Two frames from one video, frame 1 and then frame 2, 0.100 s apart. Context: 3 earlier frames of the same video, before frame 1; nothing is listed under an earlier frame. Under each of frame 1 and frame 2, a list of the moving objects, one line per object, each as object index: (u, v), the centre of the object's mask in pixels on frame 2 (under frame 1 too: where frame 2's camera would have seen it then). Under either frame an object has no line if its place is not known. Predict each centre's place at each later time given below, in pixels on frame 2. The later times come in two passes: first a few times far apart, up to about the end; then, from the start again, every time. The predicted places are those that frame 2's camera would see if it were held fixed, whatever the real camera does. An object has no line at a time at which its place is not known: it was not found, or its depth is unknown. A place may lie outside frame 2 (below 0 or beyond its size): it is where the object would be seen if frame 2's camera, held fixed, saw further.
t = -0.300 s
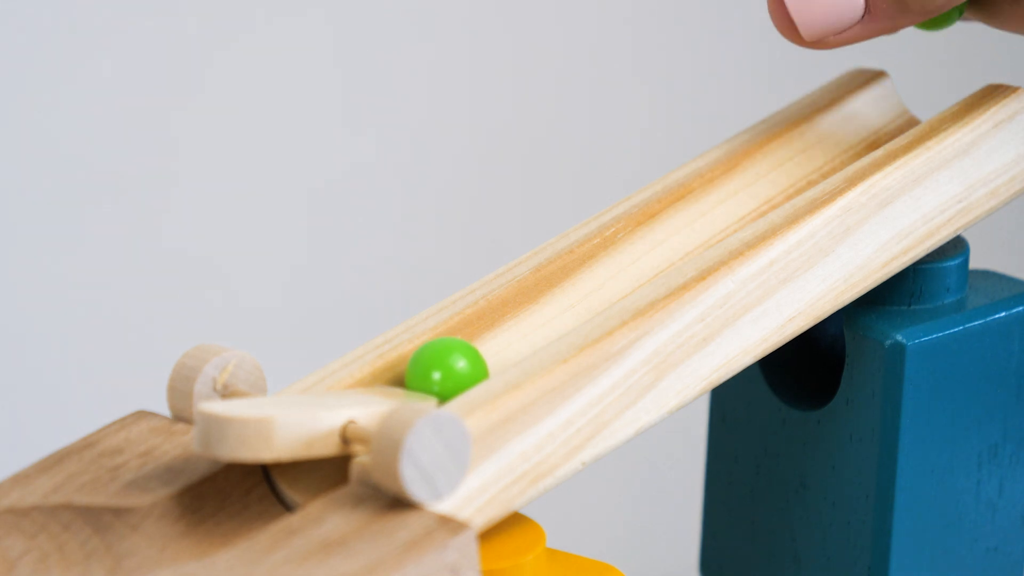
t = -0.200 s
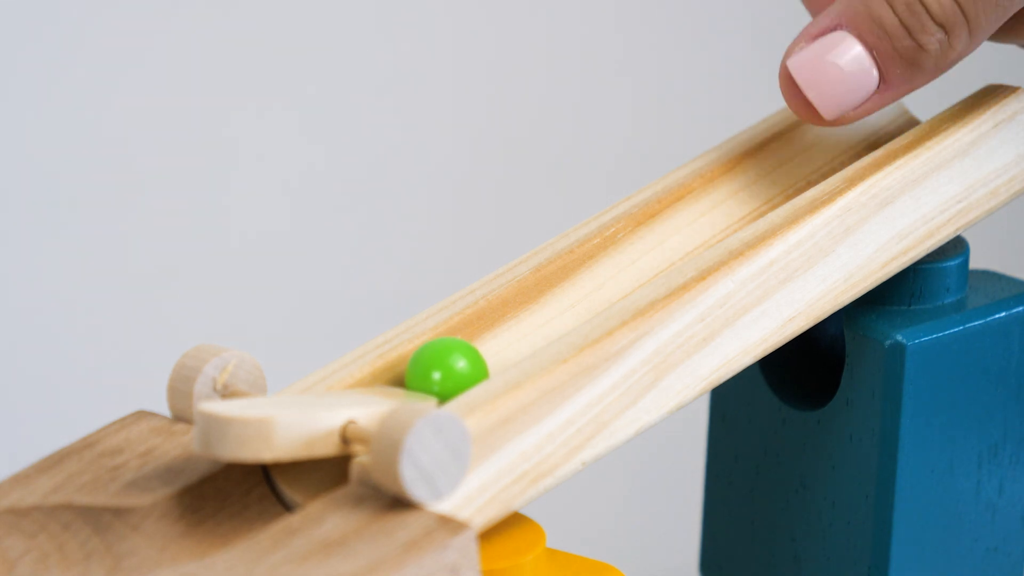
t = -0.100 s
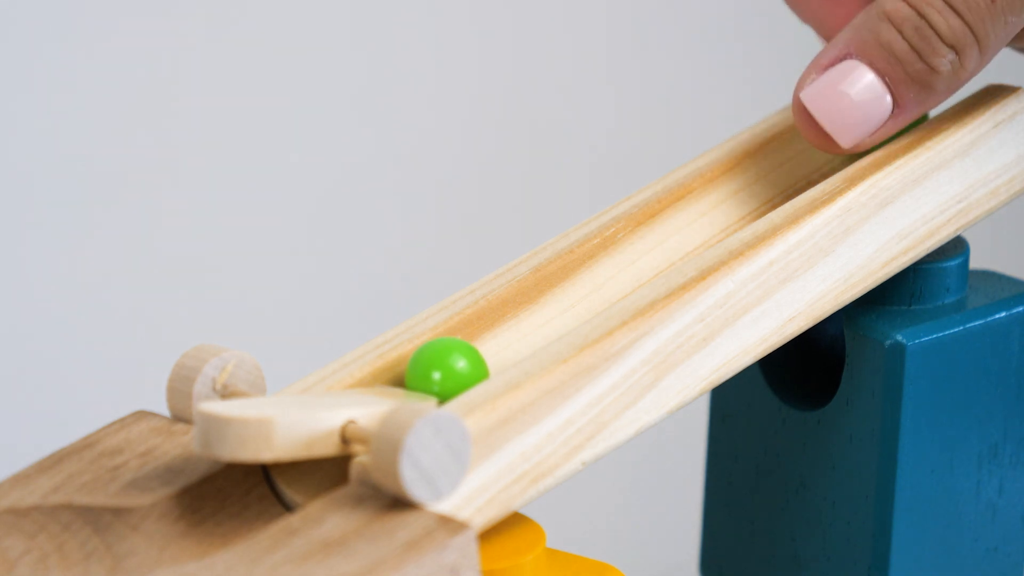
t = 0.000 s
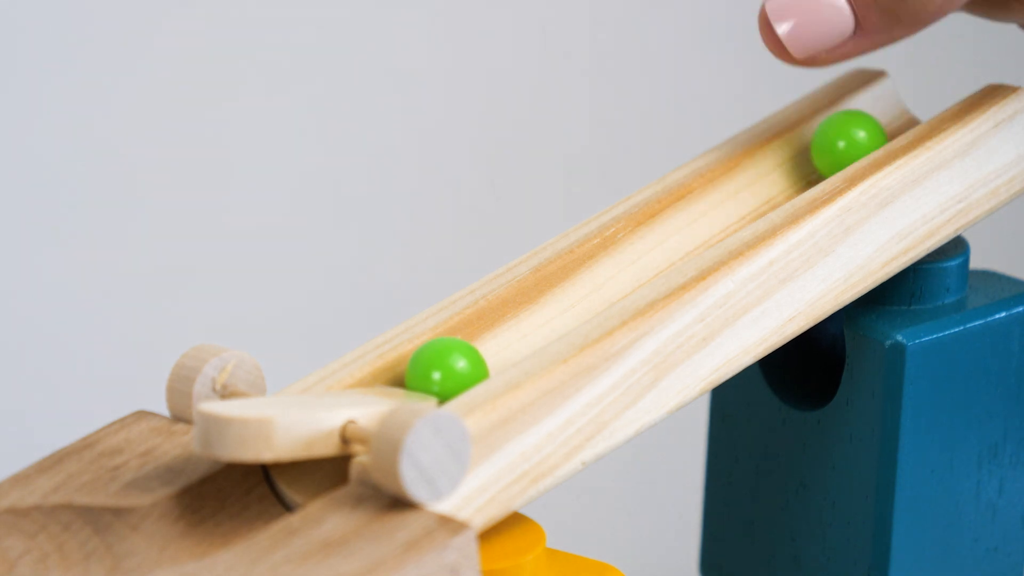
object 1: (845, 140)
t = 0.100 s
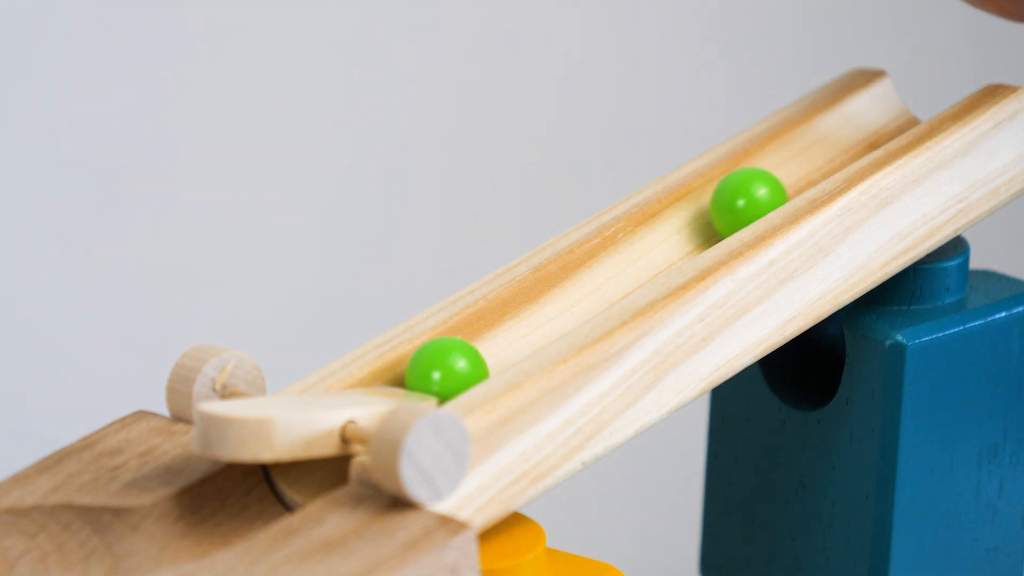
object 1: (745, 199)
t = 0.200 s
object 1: (581, 292)
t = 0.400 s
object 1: (507, 336)
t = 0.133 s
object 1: (703, 225)
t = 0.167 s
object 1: (647, 256)
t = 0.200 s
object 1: (581, 292)
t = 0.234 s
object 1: (516, 331)
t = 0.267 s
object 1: (511, 336)
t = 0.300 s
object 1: (509, 336)
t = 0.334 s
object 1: (507, 336)
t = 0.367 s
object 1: (507, 336)
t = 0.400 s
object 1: (507, 336)
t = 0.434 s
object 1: (507, 336)
